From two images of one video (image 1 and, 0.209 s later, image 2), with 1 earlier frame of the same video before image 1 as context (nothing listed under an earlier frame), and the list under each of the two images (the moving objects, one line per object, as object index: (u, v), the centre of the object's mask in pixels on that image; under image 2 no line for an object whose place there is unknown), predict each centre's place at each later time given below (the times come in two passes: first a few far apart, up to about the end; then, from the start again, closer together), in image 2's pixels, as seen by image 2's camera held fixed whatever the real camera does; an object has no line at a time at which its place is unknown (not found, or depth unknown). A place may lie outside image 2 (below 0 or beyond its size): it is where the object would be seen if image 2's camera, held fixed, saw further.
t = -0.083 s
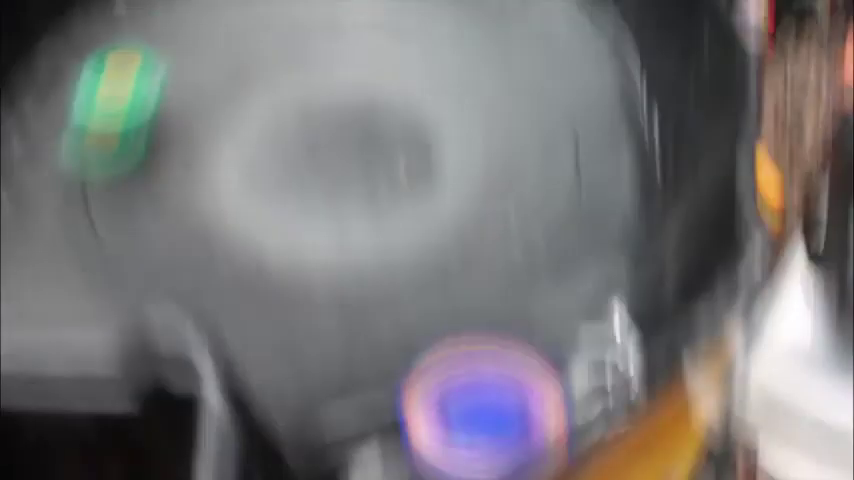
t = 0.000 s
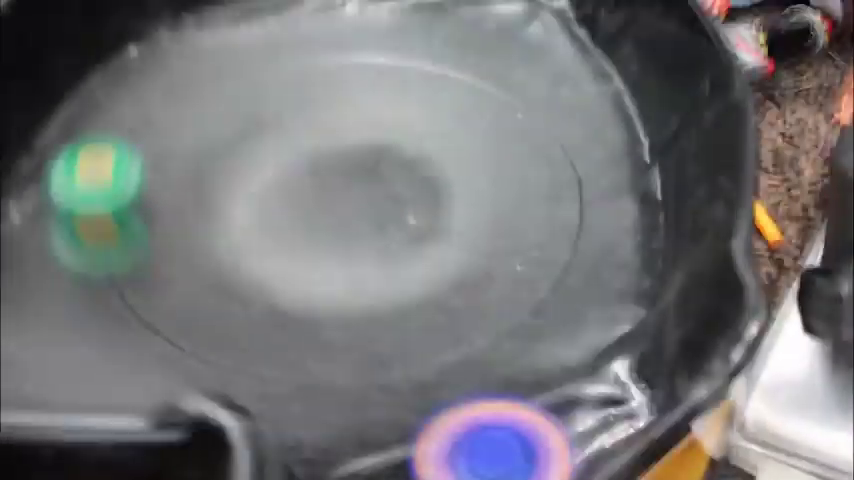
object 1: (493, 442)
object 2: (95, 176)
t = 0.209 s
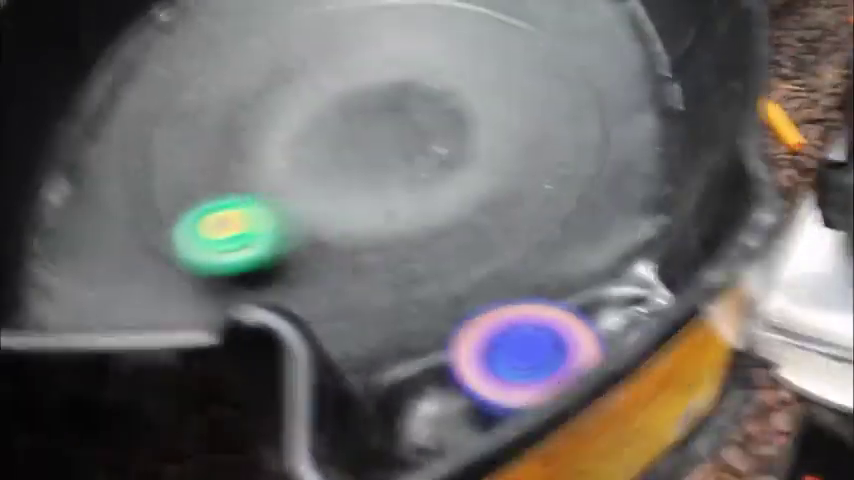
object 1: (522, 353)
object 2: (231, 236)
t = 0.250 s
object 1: (521, 352)
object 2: (262, 235)
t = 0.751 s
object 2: (434, 43)
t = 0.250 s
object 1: (521, 352)
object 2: (262, 235)
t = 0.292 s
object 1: (521, 352)
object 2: (300, 232)
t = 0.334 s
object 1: (522, 353)
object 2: (356, 221)
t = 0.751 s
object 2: (434, 43)
